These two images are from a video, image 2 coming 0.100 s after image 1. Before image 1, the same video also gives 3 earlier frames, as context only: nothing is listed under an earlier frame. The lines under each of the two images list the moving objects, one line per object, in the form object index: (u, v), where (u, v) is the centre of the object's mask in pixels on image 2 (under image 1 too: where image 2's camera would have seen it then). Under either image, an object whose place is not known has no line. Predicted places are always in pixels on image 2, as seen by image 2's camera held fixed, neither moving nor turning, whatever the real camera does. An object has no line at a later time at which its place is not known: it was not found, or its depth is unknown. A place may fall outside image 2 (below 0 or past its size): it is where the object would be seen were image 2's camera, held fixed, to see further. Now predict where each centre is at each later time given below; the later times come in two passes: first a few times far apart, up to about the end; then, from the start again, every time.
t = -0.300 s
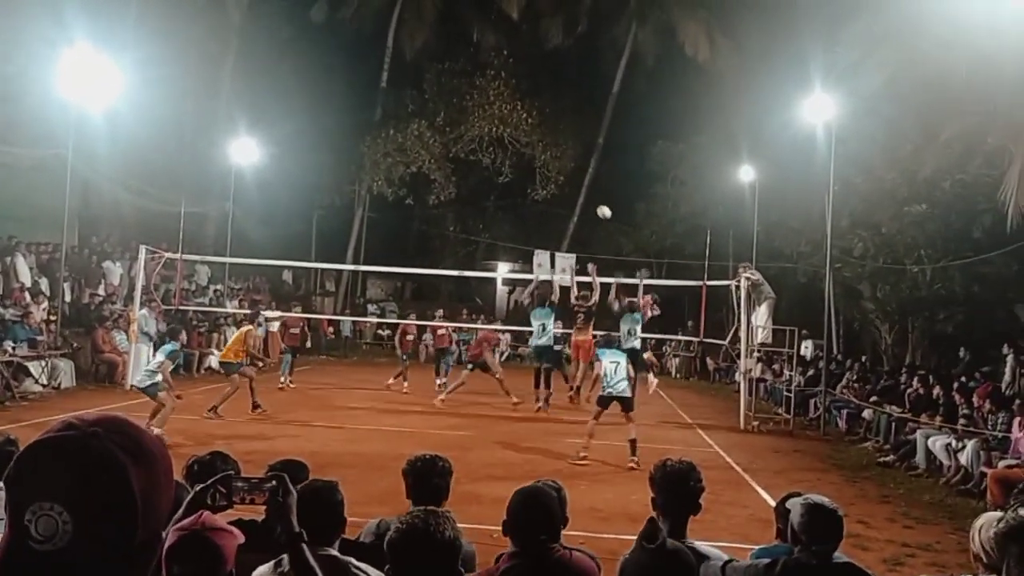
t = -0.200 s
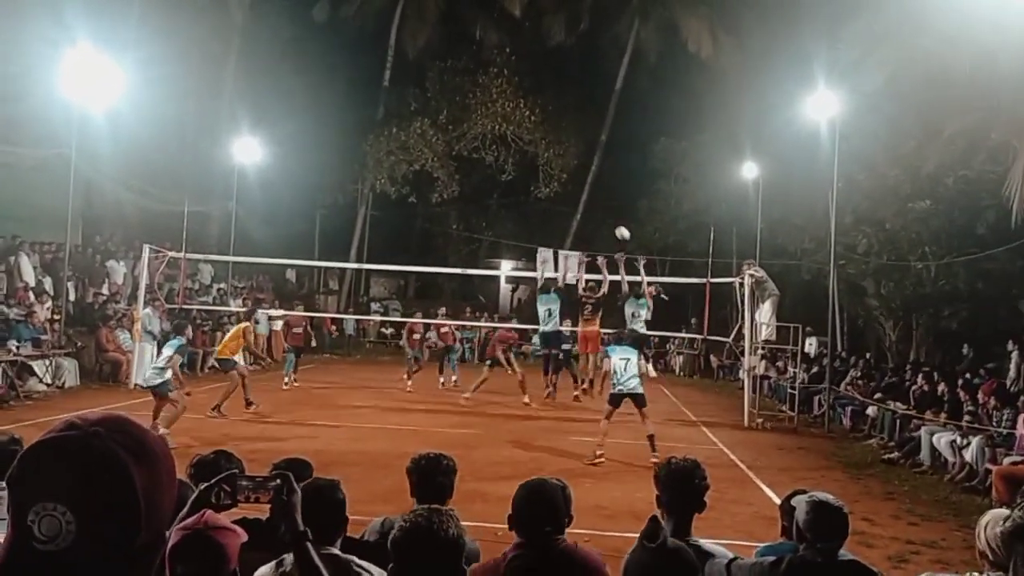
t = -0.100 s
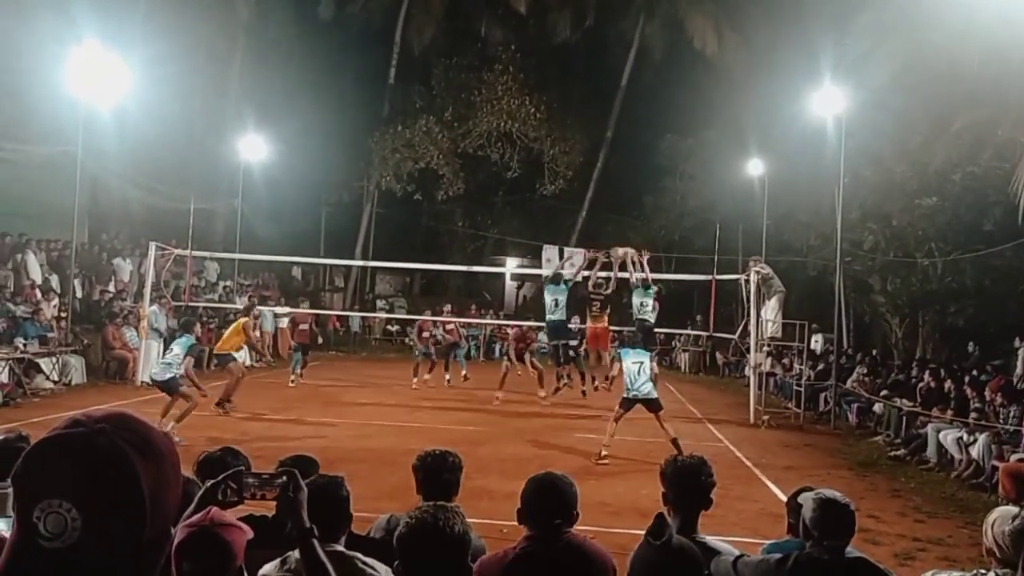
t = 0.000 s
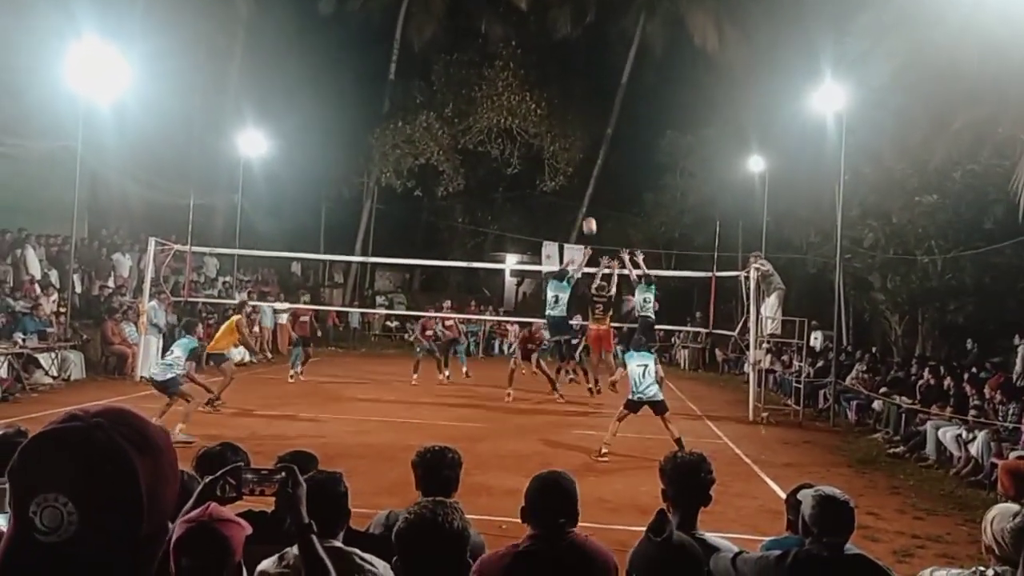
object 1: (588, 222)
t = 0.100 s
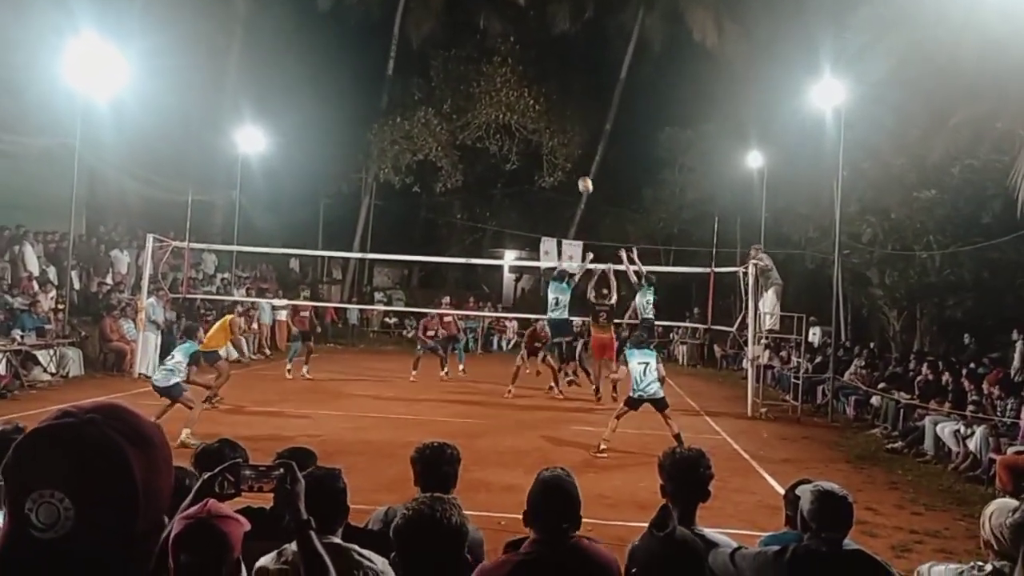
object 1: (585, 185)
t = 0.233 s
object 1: (580, 143)
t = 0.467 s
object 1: (569, 95)
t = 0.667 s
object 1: (555, 78)
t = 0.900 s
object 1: (537, 95)
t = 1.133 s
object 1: (516, 154)
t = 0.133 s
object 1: (583, 173)
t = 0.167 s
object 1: (583, 163)
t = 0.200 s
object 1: (582, 153)
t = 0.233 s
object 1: (580, 143)
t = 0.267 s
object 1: (579, 135)
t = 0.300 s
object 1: (578, 127)
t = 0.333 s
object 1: (576, 119)
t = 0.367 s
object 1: (574, 111)
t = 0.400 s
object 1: (572, 105)
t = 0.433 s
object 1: (570, 100)
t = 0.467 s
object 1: (569, 95)
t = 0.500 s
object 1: (567, 90)
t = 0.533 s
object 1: (564, 87)
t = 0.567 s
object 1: (562, 83)
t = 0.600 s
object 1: (560, 81)
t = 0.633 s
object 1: (558, 79)
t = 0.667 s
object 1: (555, 78)
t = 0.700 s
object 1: (552, 79)
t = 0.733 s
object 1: (550, 79)
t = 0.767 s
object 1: (548, 80)
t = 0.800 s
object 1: (545, 83)
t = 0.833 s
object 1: (542, 86)
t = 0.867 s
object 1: (539, 90)
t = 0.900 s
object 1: (537, 95)
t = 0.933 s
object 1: (533, 101)
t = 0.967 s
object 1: (530, 107)
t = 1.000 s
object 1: (528, 114)
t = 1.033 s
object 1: (525, 123)
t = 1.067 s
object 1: (522, 133)
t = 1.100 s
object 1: (519, 143)
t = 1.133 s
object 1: (516, 154)
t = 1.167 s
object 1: (513, 167)
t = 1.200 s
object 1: (509, 180)
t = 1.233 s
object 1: (506, 195)
